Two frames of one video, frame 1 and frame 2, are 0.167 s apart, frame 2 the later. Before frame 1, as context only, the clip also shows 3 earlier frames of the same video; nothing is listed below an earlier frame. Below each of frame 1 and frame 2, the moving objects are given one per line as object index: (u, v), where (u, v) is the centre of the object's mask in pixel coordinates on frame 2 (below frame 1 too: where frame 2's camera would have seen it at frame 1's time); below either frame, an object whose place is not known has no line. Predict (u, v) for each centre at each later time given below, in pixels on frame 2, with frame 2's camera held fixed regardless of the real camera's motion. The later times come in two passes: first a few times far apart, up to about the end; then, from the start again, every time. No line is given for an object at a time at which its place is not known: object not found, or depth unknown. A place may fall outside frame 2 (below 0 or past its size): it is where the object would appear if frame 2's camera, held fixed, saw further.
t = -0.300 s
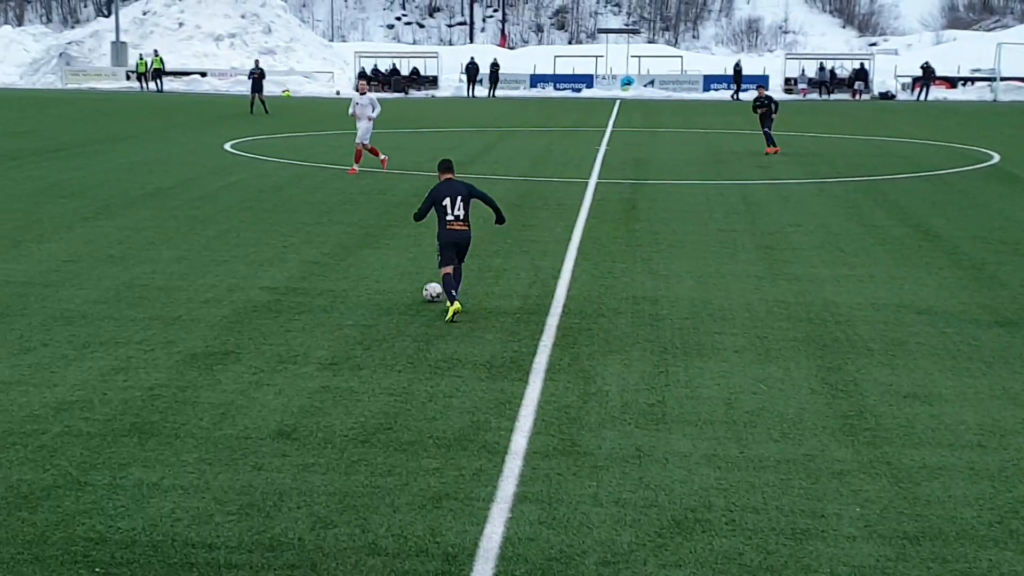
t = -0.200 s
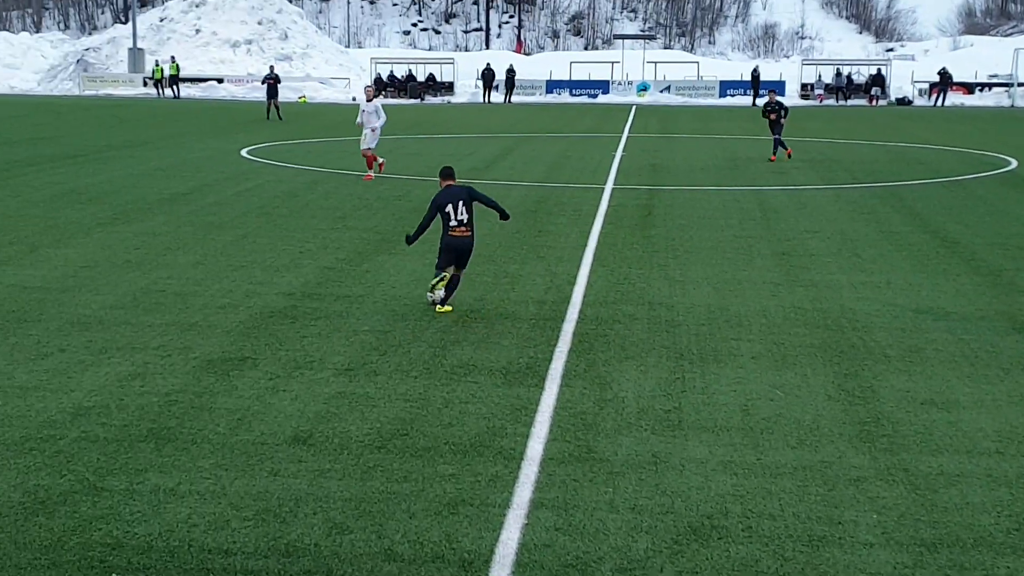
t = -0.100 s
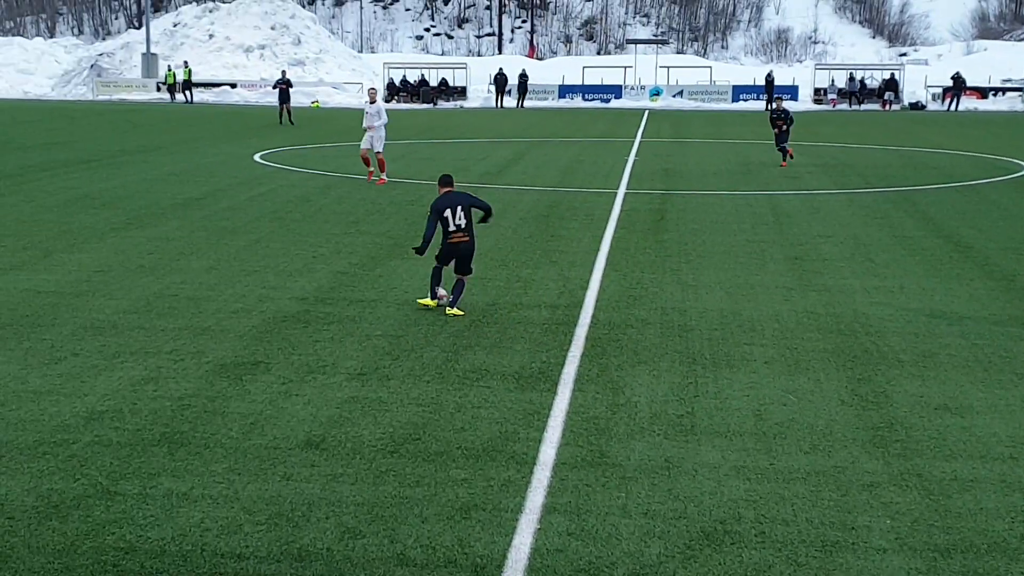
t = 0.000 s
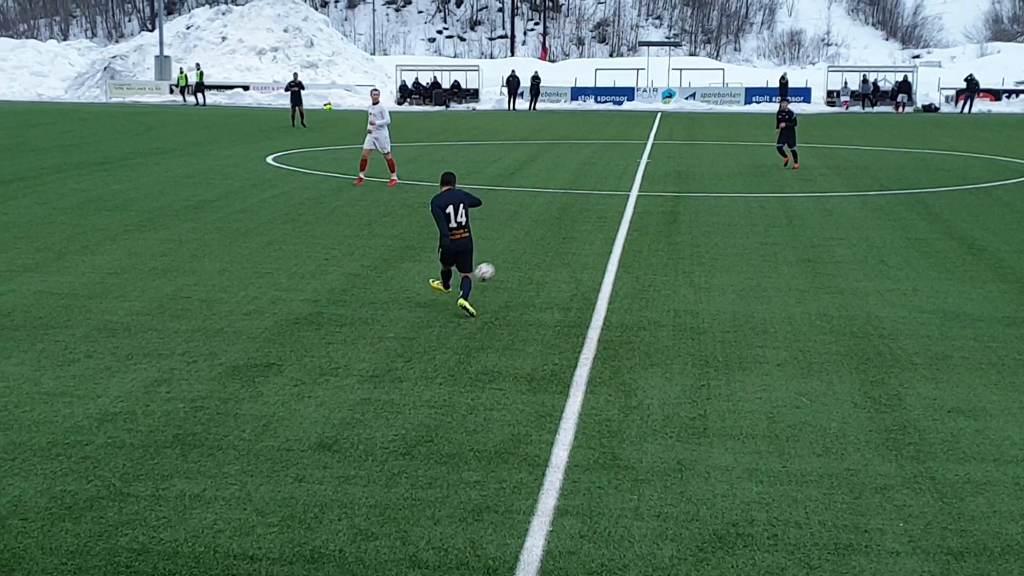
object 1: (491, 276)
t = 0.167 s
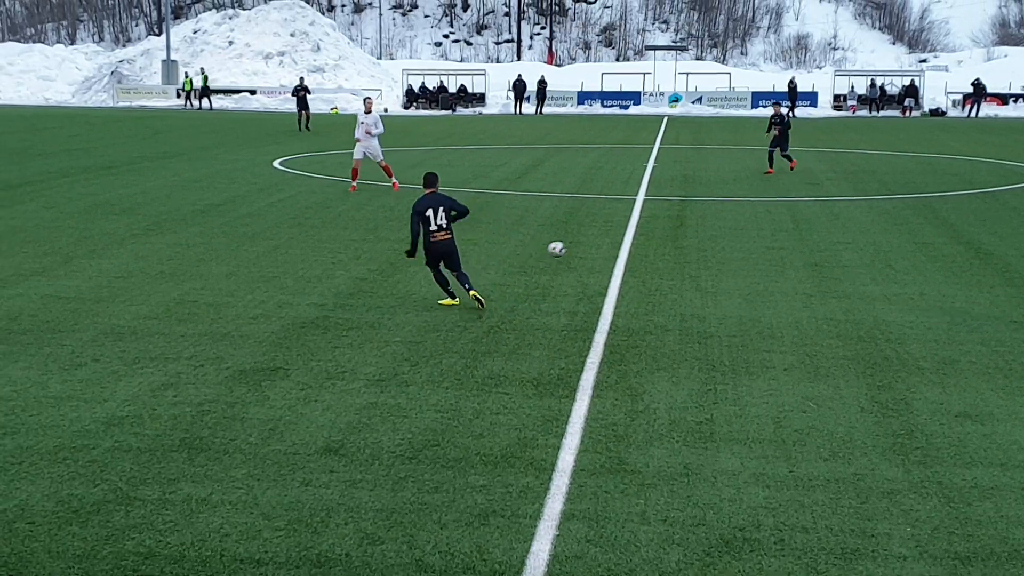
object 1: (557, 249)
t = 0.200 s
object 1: (568, 247)
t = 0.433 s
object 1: (639, 220)
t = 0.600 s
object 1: (679, 210)
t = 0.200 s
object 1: (568, 247)
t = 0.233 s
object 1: (580, 246)
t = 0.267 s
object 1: (591, 242)
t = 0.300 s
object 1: (601, 235)
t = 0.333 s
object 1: (611, 230)
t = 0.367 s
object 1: (620, 226)
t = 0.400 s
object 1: (629, 222)
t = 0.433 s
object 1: (639, 220)
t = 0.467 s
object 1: (647, 218)
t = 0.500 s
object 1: (655, 217)
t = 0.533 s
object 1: (664, 217)
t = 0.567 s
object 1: (672, 214)
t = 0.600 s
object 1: (679, 210)
